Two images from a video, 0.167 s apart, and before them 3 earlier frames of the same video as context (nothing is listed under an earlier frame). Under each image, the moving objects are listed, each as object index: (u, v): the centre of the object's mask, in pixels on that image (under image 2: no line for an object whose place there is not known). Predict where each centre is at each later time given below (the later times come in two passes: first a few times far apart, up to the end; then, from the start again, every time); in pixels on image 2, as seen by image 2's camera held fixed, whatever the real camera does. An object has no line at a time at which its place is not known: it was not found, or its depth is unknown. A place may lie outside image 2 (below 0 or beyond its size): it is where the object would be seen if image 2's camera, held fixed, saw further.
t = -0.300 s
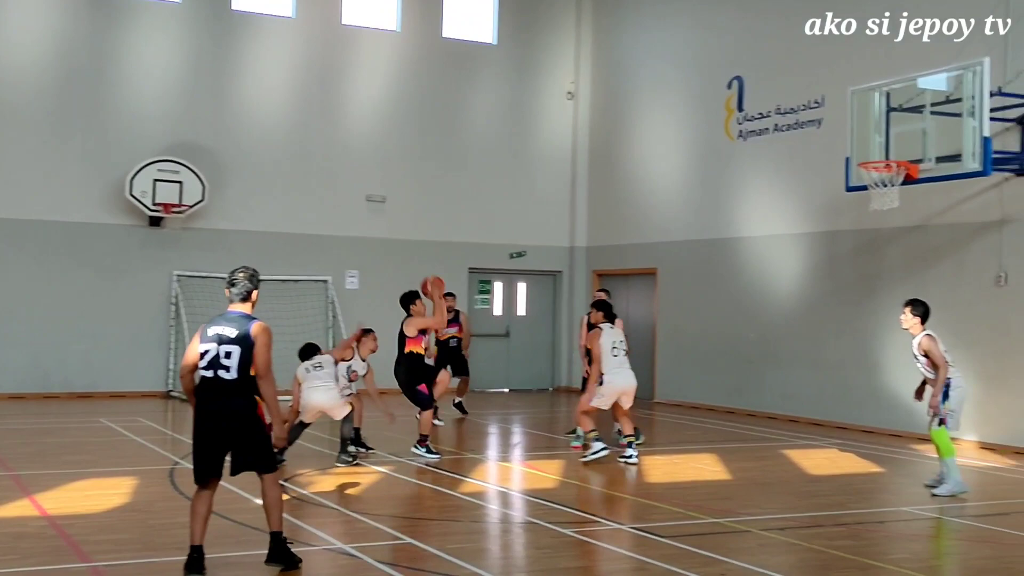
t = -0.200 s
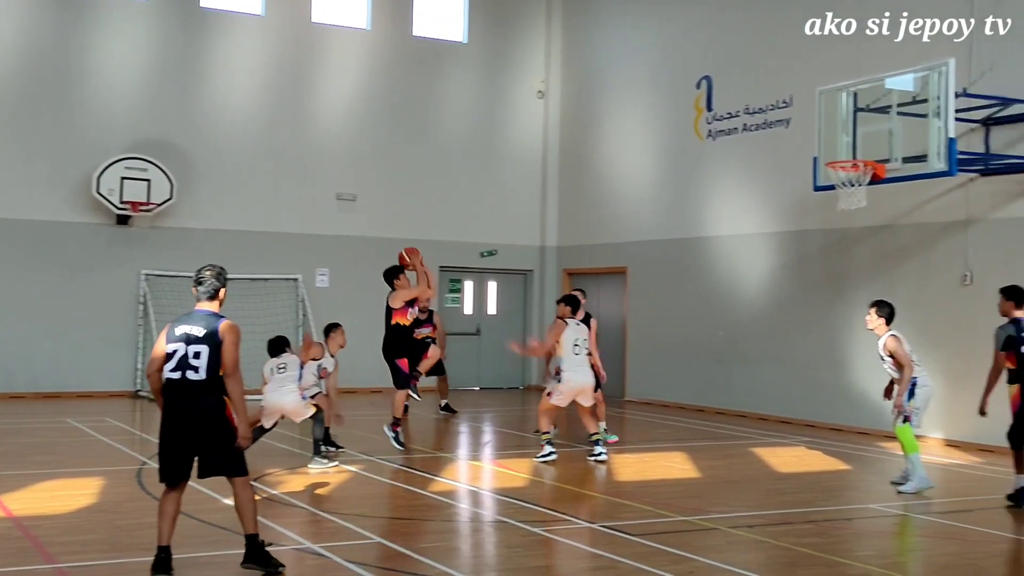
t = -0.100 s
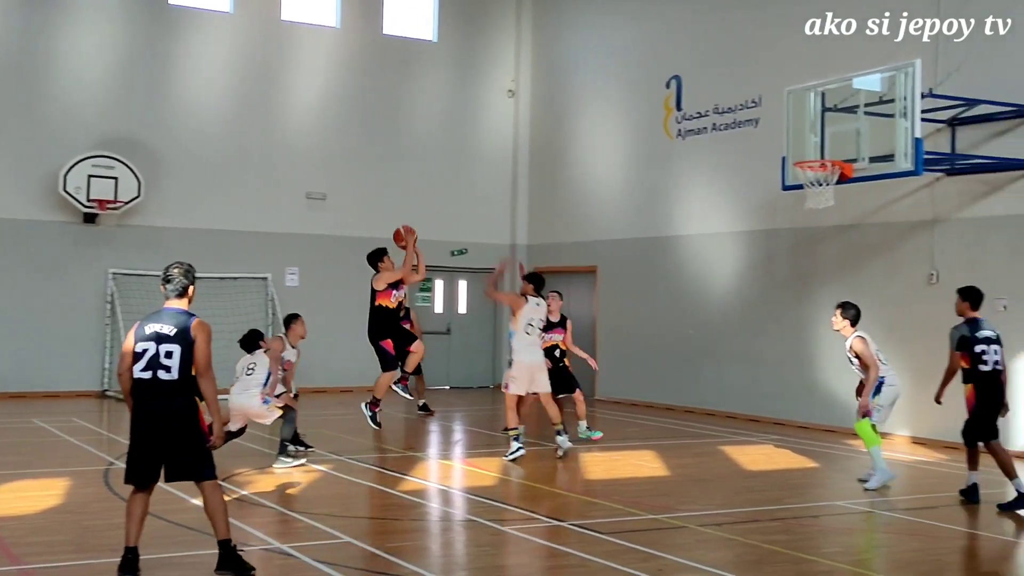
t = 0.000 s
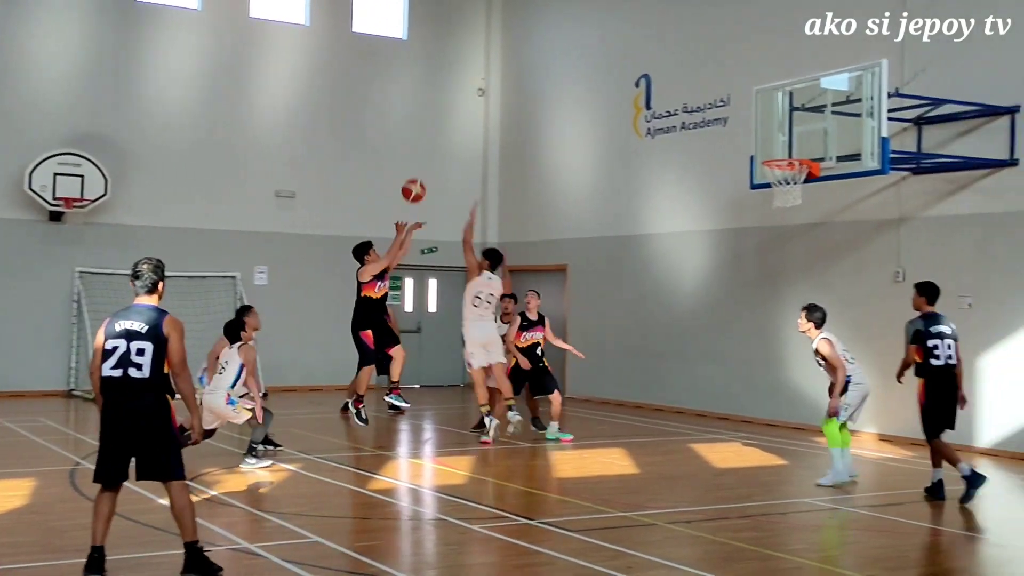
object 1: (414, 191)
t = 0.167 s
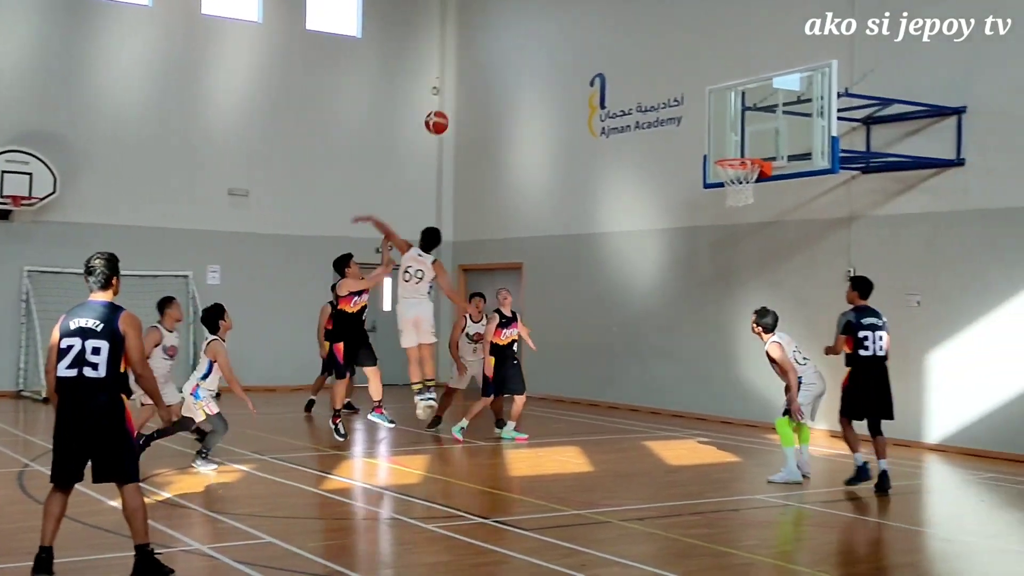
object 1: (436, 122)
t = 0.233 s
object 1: (463, 104)
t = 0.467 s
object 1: (555, 72)
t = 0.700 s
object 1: (644, 92)
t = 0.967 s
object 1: (735, 149)
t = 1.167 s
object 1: (764, 125)
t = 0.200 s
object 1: (450, 112)
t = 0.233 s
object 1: (463, 104)
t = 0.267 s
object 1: (476, 96)
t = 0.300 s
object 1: (490, 89)
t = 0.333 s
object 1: (503, 83)
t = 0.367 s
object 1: (516, 79)
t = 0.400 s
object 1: (529, 76)
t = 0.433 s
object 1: (542, 73)
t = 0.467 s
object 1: (555, 72)
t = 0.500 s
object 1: (568, 71)
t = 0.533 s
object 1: (580, 72)
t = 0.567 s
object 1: (593, 74)
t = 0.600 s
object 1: (606, 77)
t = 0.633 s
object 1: (619, 81)
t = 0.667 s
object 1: (631, 86)
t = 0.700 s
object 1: (644, 92)
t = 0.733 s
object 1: (656, 100)
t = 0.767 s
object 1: (669, 108)
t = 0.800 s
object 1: (681, 117)
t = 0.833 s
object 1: (693, 127)
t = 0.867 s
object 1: (706, 139)
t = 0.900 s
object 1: (717, 150)
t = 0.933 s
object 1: (726, 149)
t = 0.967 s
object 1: (735, 149)
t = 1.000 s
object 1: (745, 149)
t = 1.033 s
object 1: (753, 150)
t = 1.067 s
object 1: (756, 145)
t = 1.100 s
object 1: (758, 138)
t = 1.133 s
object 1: (761, 131)
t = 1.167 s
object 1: (764, 125)
